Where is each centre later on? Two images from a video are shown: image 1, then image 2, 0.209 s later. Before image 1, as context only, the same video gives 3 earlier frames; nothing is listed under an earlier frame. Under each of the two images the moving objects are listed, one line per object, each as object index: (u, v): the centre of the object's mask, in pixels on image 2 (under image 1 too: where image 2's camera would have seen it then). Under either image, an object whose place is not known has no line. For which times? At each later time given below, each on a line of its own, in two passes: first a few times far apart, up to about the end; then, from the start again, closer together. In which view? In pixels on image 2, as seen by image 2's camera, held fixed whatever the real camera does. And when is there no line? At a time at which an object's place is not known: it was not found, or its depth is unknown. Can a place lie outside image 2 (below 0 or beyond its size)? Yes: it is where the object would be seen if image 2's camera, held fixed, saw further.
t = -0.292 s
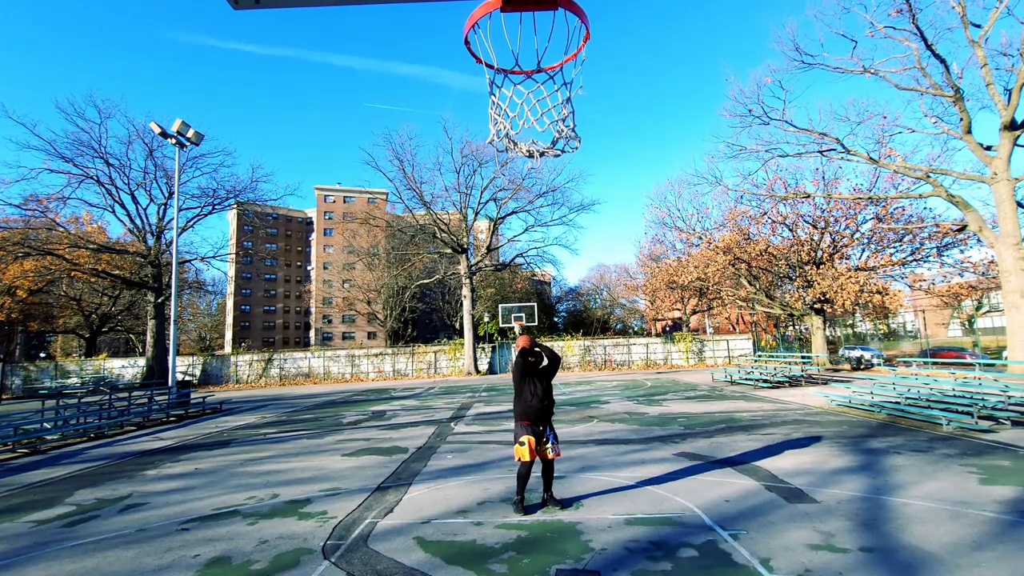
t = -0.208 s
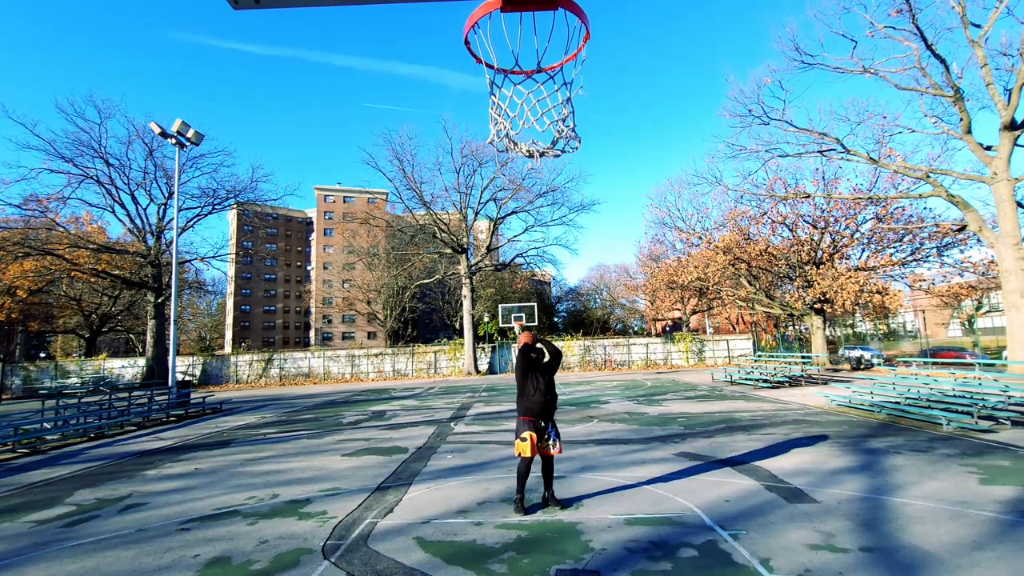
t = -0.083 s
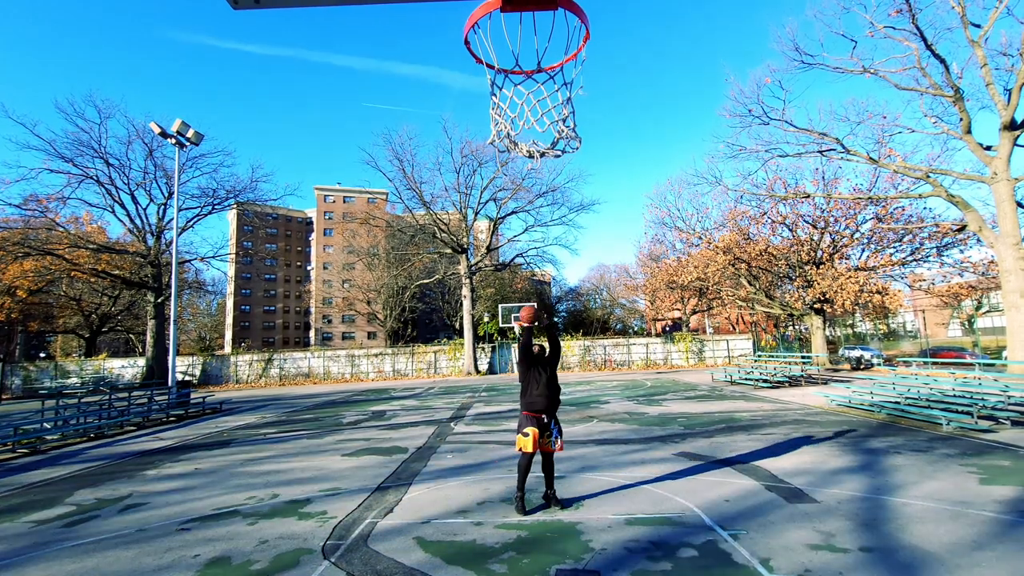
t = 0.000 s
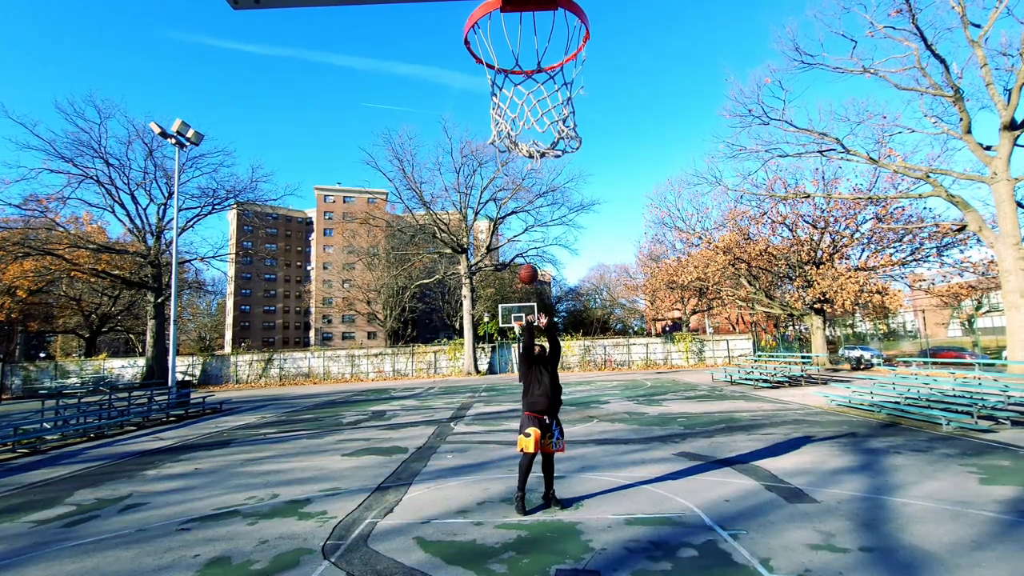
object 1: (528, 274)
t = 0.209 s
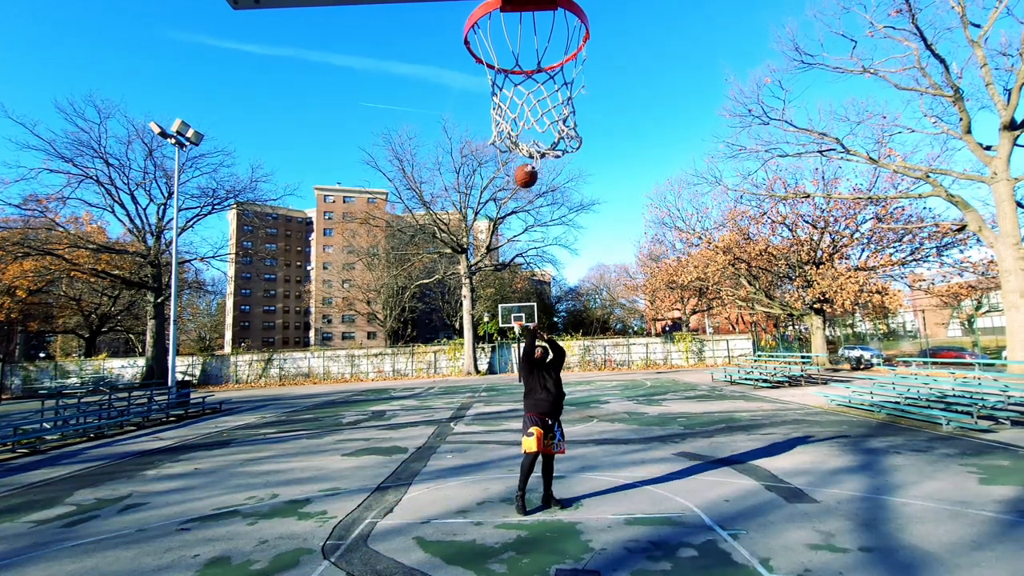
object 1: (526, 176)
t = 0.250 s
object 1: (523, 161)
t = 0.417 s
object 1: (526, 91)
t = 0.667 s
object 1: (528, 23)
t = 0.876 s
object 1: (539, 18)
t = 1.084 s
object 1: (471, 134)
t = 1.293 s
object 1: (375, 368)
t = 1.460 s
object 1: (317, 567)
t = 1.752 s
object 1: (269, 487)
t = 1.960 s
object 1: (257, 386)
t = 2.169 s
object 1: (248, 365)
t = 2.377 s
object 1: (239, 399)
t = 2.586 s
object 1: (232, 477)
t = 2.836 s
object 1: (226, 495)
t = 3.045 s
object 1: (223, 440)
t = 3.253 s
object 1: (221, 432)
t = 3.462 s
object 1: (217, 464)
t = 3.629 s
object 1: (215, 505)
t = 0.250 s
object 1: (523, 161)
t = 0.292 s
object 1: (527, 136)
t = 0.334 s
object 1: (525, 123)
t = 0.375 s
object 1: (525, 106)
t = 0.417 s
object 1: (526, 91)
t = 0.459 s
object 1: (526, 75)
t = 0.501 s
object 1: (525, 59)
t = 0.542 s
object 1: (525, 49)
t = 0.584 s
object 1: (525, 37)
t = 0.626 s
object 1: (526, 28)
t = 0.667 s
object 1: (528, 23)
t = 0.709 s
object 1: (529, 20)
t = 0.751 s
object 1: (530, 18)
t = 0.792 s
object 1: (533, 17)
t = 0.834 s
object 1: (535, 17)
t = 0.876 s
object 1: (539, 18)
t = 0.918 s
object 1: (542, 21)
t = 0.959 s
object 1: (546, 28)
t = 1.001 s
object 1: (524, 49)
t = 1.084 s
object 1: (471, 134)
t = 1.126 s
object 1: (451, 178)
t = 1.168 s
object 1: (429, 223)
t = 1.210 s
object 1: (410, 270)
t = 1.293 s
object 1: (375, 368)
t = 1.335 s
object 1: (358, 418)
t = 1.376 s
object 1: (343, 471)
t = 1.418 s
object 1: (328, 525)
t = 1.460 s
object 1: (317, 567)
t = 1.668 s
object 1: (276, 558)
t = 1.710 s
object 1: (272, 521)
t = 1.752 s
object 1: (269, 487)
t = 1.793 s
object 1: (267, 459)
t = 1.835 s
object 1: (264, 435)
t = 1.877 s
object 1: (262, 415)
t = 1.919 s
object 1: (260, 399)
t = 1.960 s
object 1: (257, 386)
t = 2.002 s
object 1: (256, 377)
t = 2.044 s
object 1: (253, 370)
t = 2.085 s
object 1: (251, 366)
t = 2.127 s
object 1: (249, 365)
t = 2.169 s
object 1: (248, 365)
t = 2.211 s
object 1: (246, 368)
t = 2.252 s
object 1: (244, 373)
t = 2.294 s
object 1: (242, 380)
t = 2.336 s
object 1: (241, 389)
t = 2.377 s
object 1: (239, 399)
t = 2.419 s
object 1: (238, 412)
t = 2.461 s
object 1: (237, 426)
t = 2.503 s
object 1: (235, 441)
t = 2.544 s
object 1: (234, 458)
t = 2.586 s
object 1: (232, 477)
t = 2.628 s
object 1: (231, 497)
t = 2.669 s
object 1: (230, 519)
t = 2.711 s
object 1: (228, 542)
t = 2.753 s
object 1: (227, 533)
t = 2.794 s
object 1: (227, 512)
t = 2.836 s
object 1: (226, 495)
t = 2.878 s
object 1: (226, 479)
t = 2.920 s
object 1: (225, 466)
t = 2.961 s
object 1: (224, 455)
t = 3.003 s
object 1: (224, 447)
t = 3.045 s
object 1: (223, 440)
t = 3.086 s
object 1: (223, 435)
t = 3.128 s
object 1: (222, 432)
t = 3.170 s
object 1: (222, 431)
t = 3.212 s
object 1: (221, 431)
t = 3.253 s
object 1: (221, 432)
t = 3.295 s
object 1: (220, 436)
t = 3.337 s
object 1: (219, 441)
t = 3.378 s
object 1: (219, 447)
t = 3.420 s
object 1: (218, 454)
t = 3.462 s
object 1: (217, 464)
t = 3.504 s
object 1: (217, 474)
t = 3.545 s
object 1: (216, 486)
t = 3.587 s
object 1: (216, 499)
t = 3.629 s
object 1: (215, 505)
